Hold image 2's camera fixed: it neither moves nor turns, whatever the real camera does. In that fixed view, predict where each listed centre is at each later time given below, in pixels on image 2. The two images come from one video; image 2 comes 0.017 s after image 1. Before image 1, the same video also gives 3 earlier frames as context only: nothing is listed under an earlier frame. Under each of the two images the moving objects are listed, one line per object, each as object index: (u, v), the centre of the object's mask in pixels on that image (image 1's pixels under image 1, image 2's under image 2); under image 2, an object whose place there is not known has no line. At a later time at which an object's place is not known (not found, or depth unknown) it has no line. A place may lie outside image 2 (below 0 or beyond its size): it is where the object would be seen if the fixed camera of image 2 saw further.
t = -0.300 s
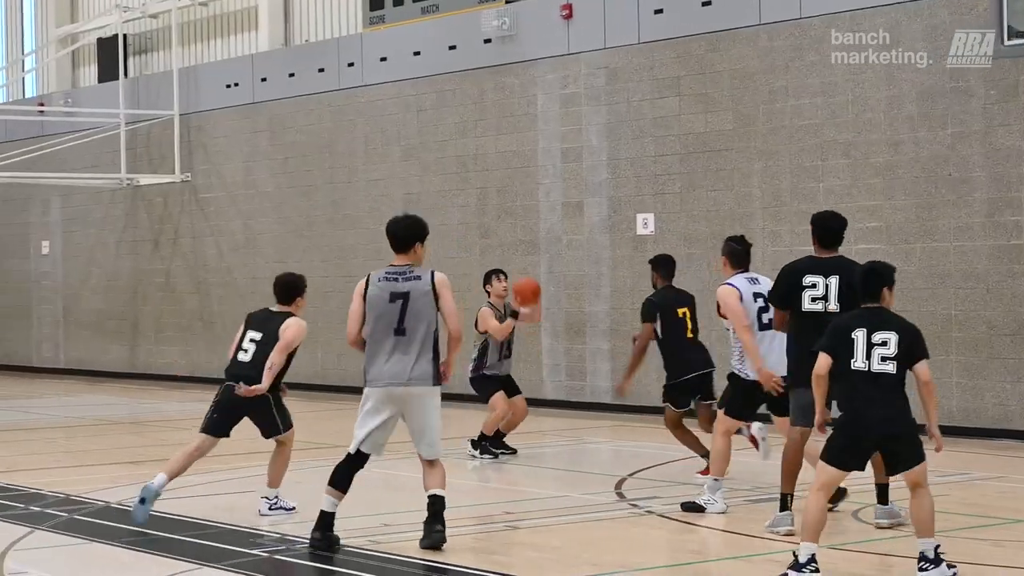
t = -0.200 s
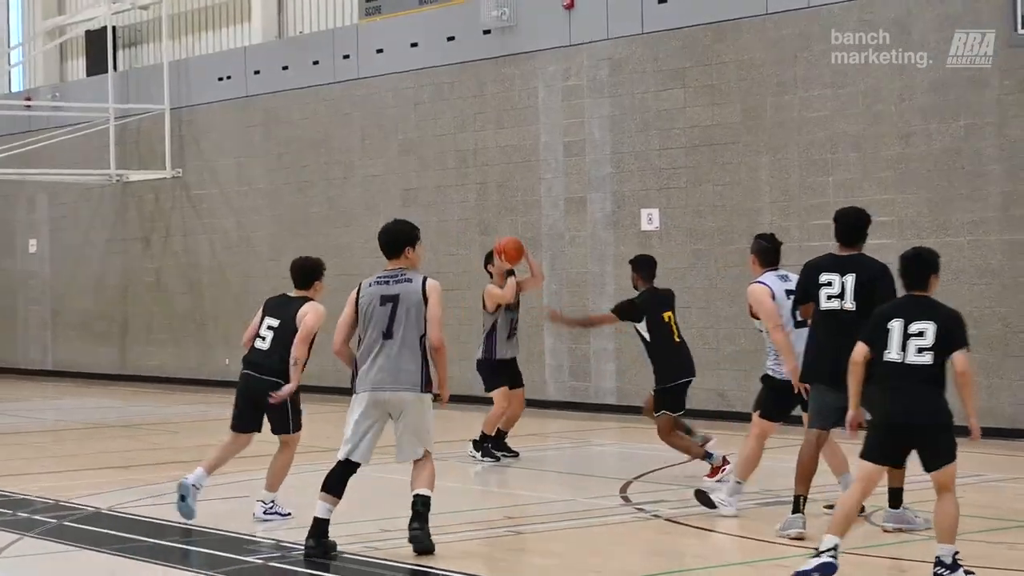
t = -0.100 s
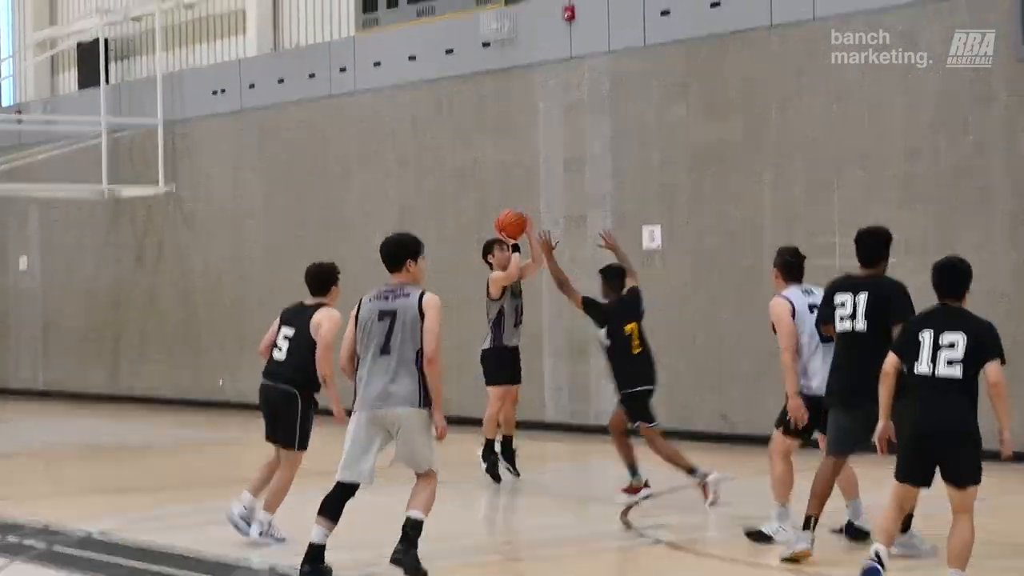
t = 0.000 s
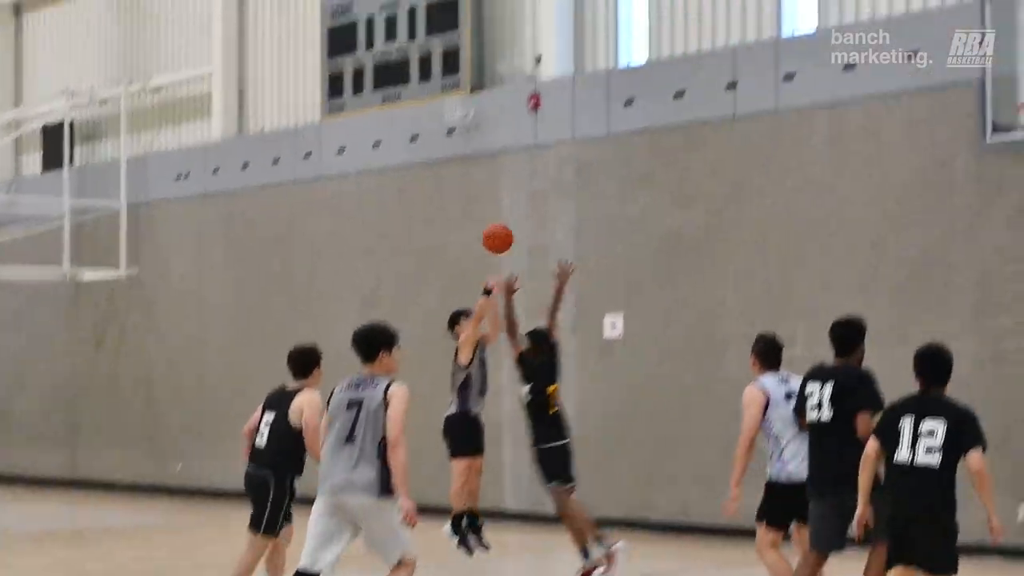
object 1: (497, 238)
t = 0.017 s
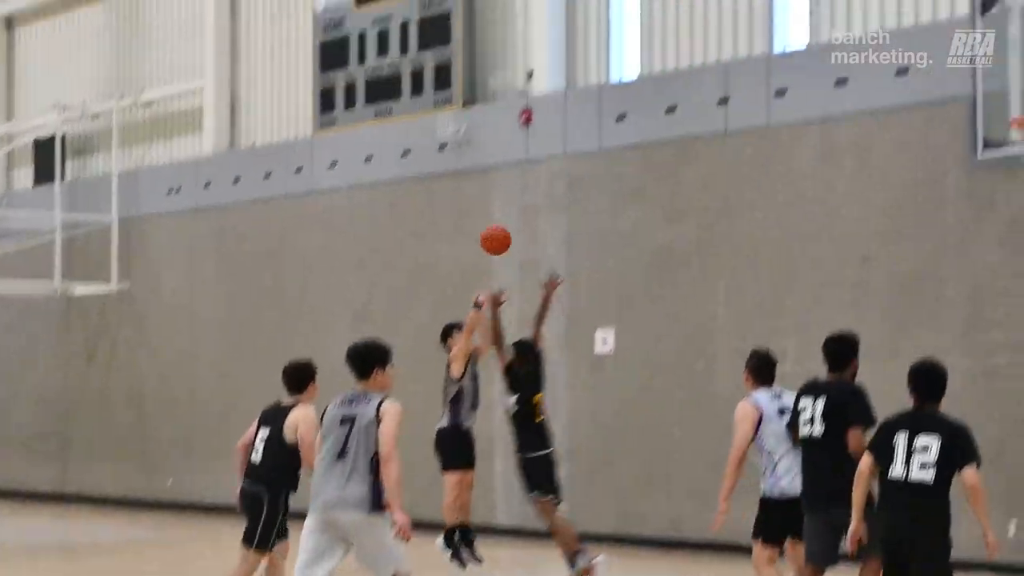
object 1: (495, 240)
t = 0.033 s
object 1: (503, 226)
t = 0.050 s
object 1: (509, 214)
